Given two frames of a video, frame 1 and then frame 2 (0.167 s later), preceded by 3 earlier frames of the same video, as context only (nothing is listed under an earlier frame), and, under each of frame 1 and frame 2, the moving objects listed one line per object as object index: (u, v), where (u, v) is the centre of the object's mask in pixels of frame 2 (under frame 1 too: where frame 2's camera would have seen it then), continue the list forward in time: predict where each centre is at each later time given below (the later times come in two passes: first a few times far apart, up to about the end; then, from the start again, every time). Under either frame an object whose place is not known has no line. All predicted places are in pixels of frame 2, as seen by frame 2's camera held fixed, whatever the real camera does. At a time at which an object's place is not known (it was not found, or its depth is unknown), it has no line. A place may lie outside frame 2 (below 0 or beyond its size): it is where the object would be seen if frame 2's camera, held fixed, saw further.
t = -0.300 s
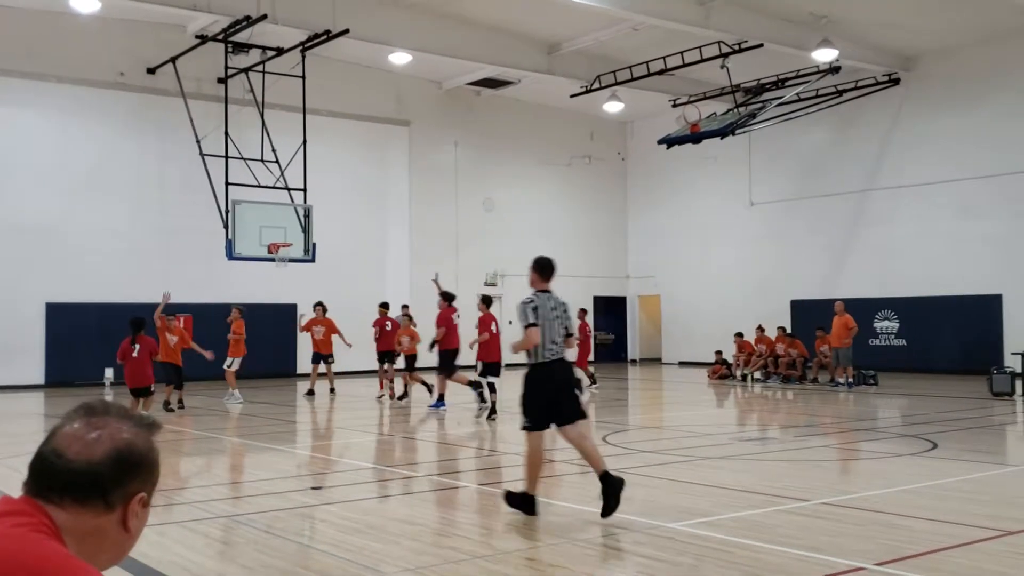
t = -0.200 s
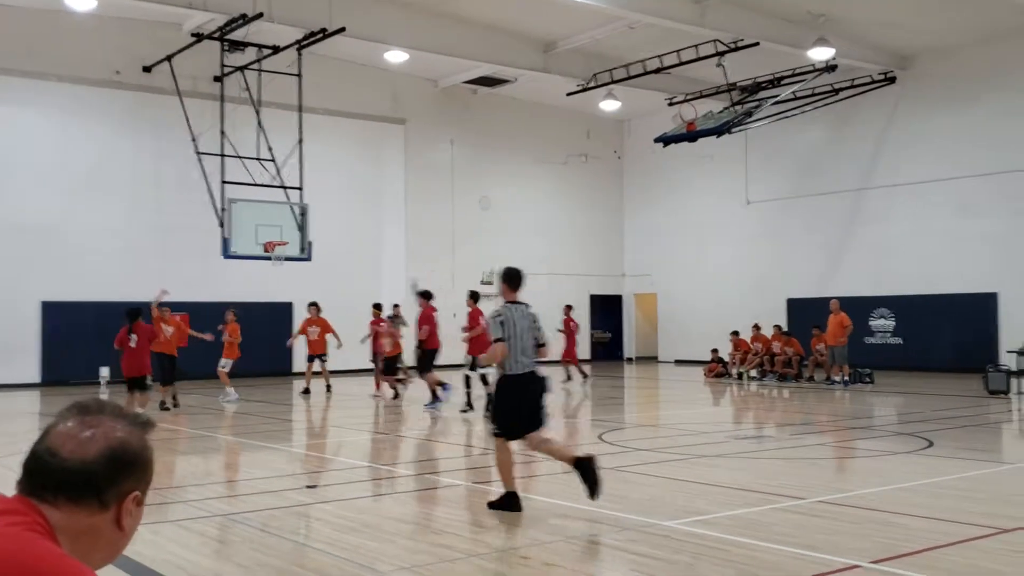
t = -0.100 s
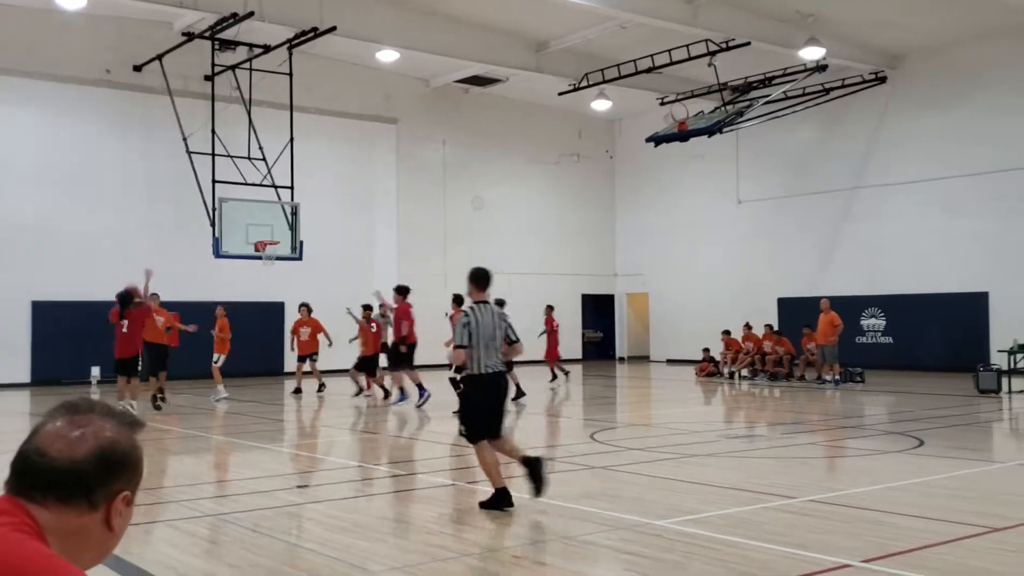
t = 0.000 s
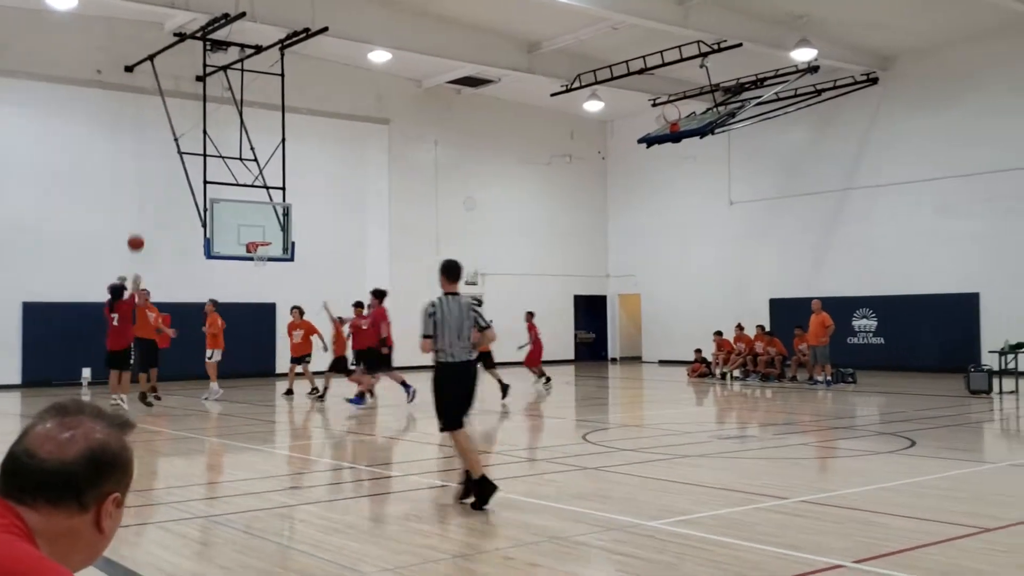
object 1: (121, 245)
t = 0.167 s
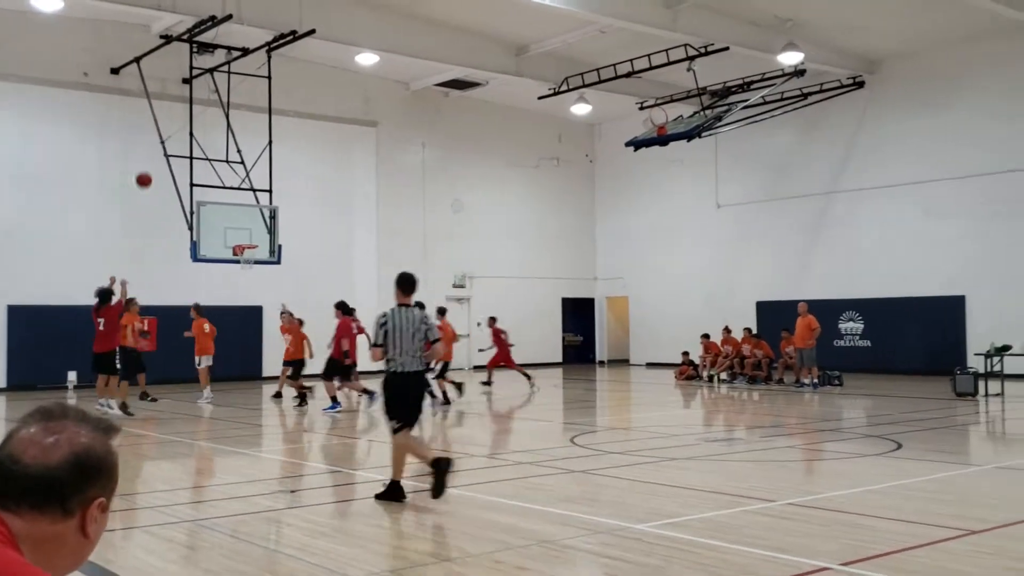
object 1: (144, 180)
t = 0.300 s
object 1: (159, 144)
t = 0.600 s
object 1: (190, 111)
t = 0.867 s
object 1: (212, 124)
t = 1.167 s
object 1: (233, 179)
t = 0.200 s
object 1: (148, 169)
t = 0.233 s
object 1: (152, 160)
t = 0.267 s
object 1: (155, 151)
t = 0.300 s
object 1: (159, 144)
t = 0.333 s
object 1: (163, 137)
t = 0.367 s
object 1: (166, 131)
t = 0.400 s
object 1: (170, 126)
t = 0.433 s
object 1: (174, 122)
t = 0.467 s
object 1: (177, 118)
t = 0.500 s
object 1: (180, 115)
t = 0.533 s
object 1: (183, 113)
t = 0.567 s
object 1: (187, 112)
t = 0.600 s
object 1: (190, 111)
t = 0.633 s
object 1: (193, 110)
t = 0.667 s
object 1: (195, 111)
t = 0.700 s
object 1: (198, 112)
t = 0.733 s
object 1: (201, 113)
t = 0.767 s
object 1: (204, 115)
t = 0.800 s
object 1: (207, 118)
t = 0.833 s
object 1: (209, 121)
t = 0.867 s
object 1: (212, 124)
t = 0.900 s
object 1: (214, 129)
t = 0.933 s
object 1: (216, 133)
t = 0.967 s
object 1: (219, 138)
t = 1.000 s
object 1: (221, 144)
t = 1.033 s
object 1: (223, 150)
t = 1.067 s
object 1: (226, 157)
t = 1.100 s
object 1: (229, 164)
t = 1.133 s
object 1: (231, 171)
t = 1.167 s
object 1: (233, 179)
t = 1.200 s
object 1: (235, 187)
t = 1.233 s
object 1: (237, 196)
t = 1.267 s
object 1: (240, 204)
